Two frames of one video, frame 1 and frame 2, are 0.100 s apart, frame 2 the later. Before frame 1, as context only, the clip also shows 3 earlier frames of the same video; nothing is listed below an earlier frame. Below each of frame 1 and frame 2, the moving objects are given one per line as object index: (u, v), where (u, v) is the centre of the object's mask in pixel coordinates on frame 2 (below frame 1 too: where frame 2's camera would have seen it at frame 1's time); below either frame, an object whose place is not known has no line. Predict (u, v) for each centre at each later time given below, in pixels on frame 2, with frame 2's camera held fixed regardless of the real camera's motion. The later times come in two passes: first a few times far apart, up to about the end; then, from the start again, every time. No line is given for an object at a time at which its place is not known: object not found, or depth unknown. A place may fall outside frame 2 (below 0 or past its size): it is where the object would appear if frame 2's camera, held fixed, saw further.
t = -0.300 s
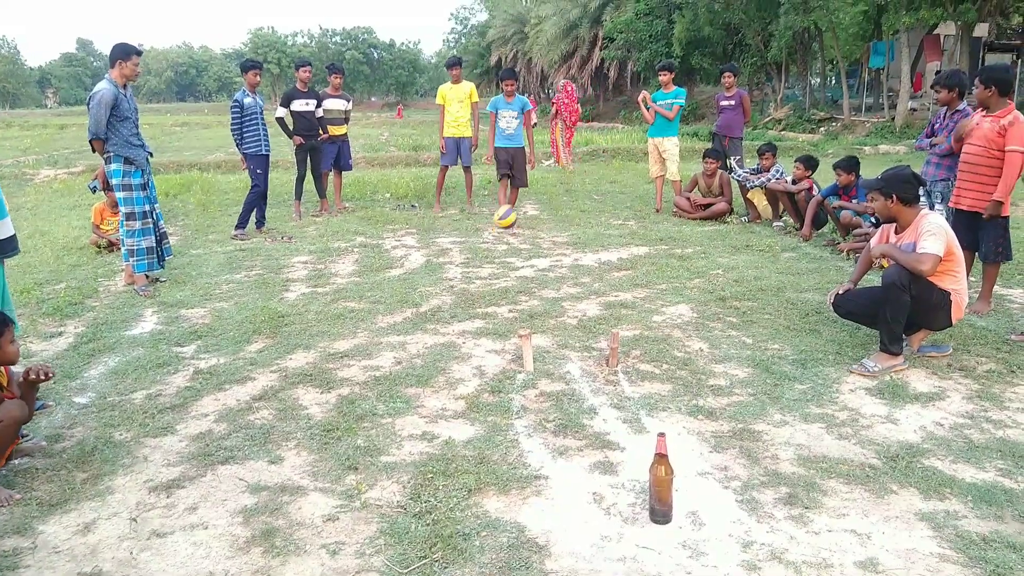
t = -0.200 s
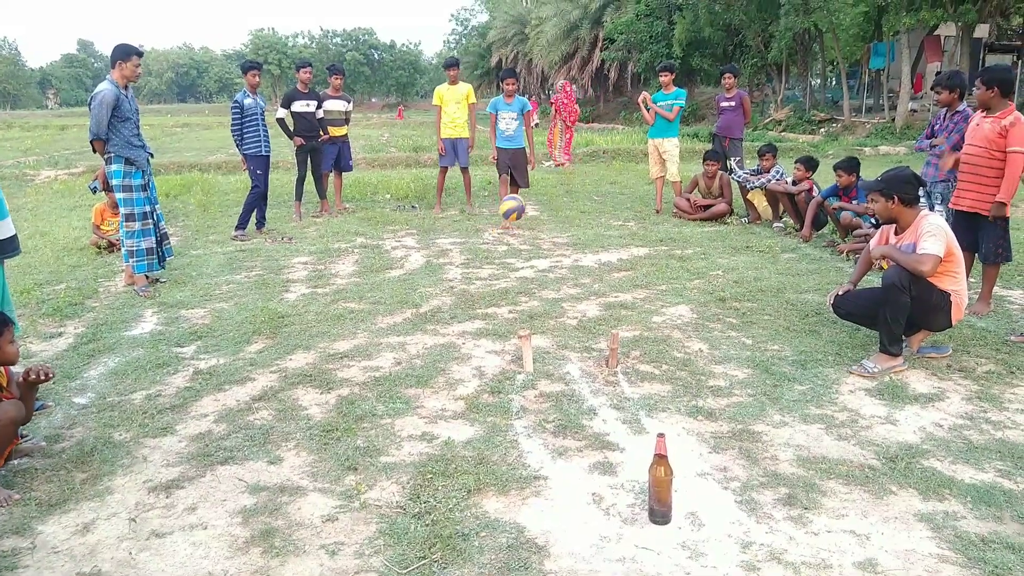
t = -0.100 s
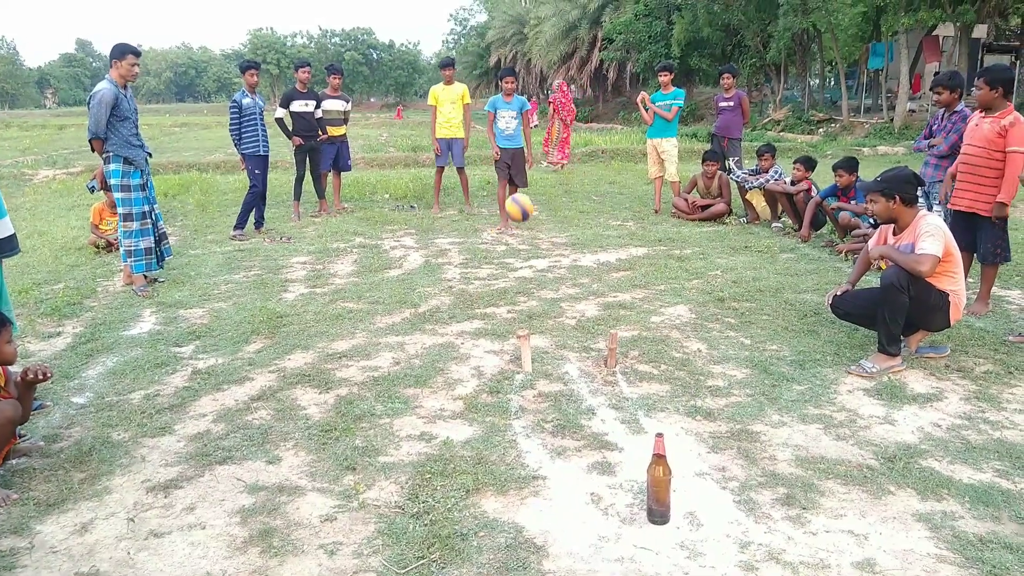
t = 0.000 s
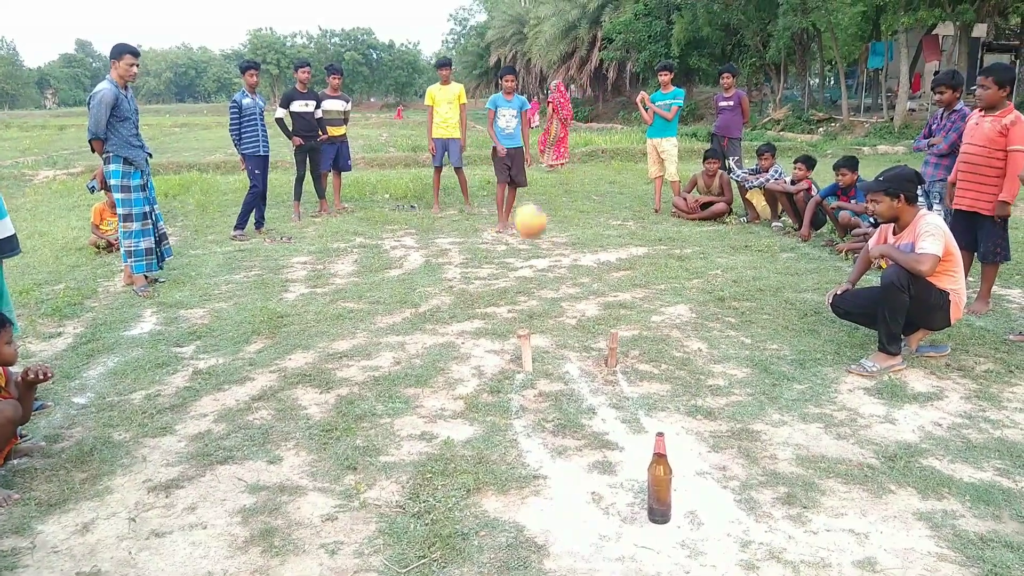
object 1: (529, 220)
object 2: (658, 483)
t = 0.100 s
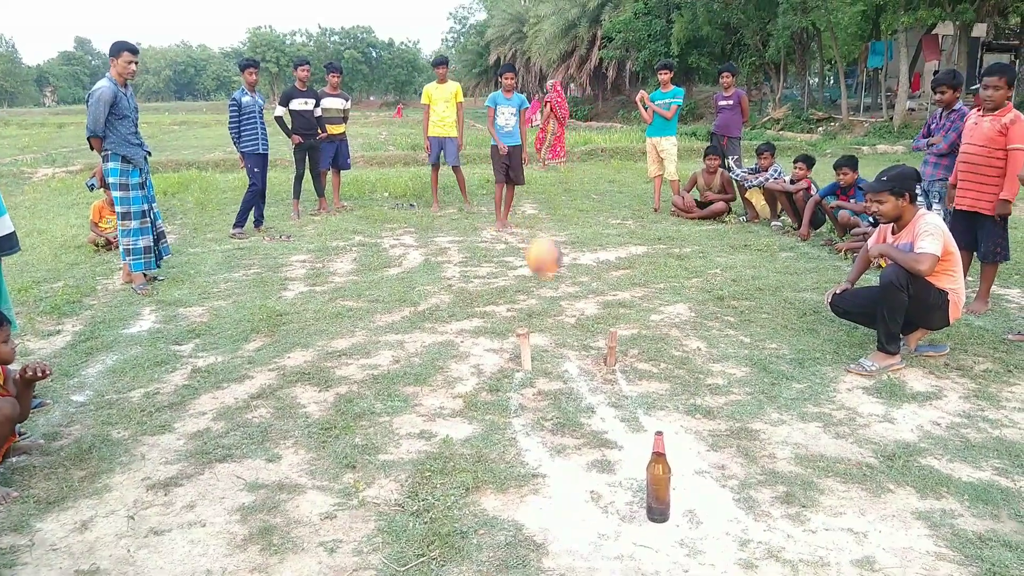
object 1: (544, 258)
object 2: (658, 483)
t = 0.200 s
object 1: (561, 327)
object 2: (658, 482)
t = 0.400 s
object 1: (598, 384)
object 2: (658, 483)
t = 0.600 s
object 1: (578, 451)
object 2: (711, 529)
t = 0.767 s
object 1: (479, 528)
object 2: (745, 572)
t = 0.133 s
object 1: (548, 278)
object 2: (658, 482)
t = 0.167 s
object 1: (554, 300)
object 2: (658, 483)
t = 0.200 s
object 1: (561, 327)
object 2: (658, 482)
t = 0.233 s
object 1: (569, 354)
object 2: (658, 482)
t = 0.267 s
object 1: (574, 356)
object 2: (658, 483)
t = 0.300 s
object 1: (578, 358)
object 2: (658, 483)
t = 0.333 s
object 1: (584, 364)
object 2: (658, 483)
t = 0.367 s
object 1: (591, 371)
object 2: (658, 483)
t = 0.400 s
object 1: (598, 384)
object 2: (658, 483)
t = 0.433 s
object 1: (605, 399)
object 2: (658, 482)
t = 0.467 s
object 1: (614, 424)
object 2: (658, 482)
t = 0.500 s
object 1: (621, 449)
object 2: (659, 489)
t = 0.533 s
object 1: (609, 449)
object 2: (668, 496)
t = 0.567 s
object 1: (592, 449)
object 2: (680, 505)
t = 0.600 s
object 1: (578, 451)
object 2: (711, 529)
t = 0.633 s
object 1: (560, 458)
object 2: (719, 535)
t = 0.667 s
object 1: (537, 468)
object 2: (728, 541)
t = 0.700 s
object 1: (515, 484)
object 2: (740, 552)
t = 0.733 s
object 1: (500, 502)
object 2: (742, 564)
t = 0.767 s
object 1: (479, 528)
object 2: (745, 572)
